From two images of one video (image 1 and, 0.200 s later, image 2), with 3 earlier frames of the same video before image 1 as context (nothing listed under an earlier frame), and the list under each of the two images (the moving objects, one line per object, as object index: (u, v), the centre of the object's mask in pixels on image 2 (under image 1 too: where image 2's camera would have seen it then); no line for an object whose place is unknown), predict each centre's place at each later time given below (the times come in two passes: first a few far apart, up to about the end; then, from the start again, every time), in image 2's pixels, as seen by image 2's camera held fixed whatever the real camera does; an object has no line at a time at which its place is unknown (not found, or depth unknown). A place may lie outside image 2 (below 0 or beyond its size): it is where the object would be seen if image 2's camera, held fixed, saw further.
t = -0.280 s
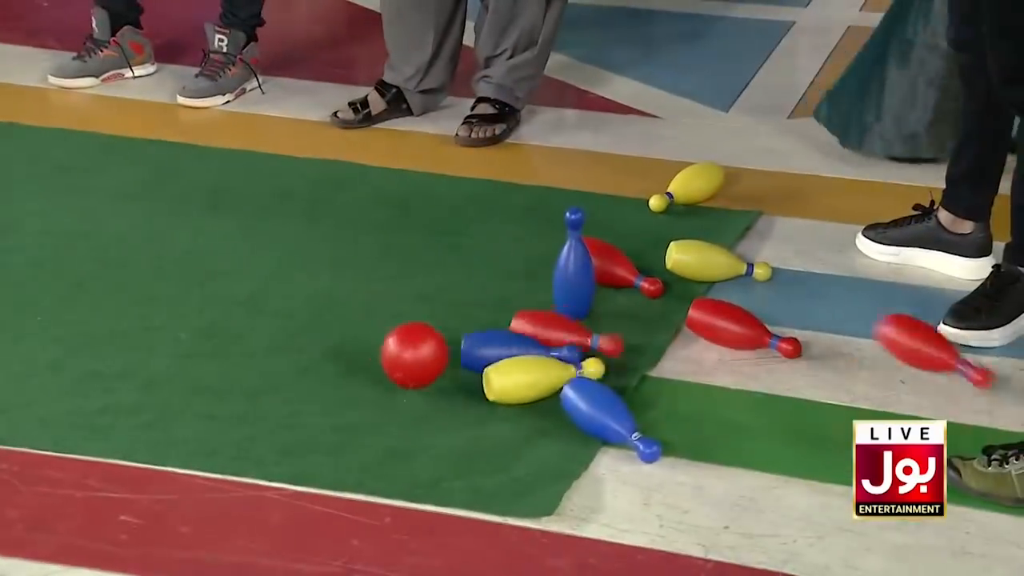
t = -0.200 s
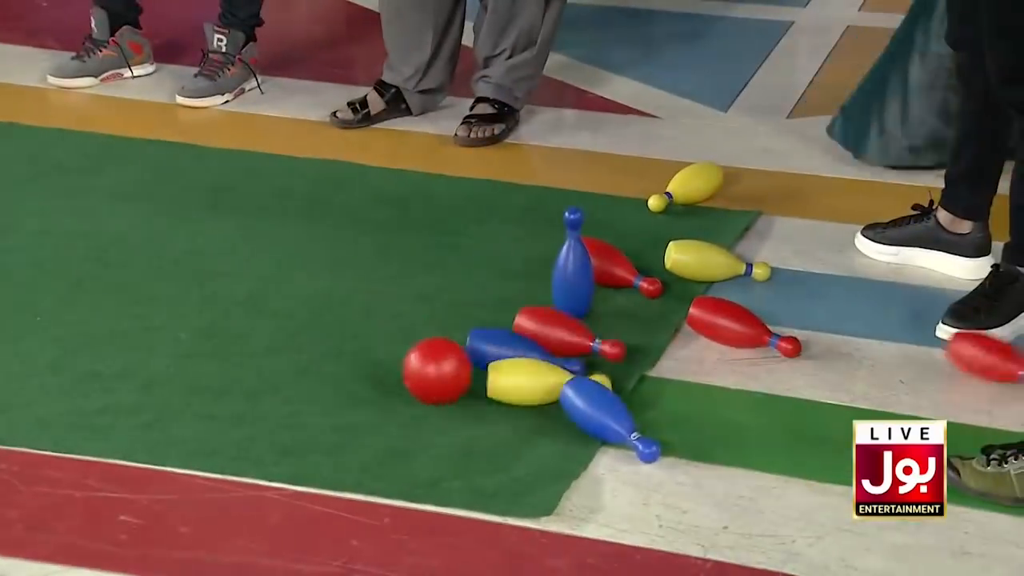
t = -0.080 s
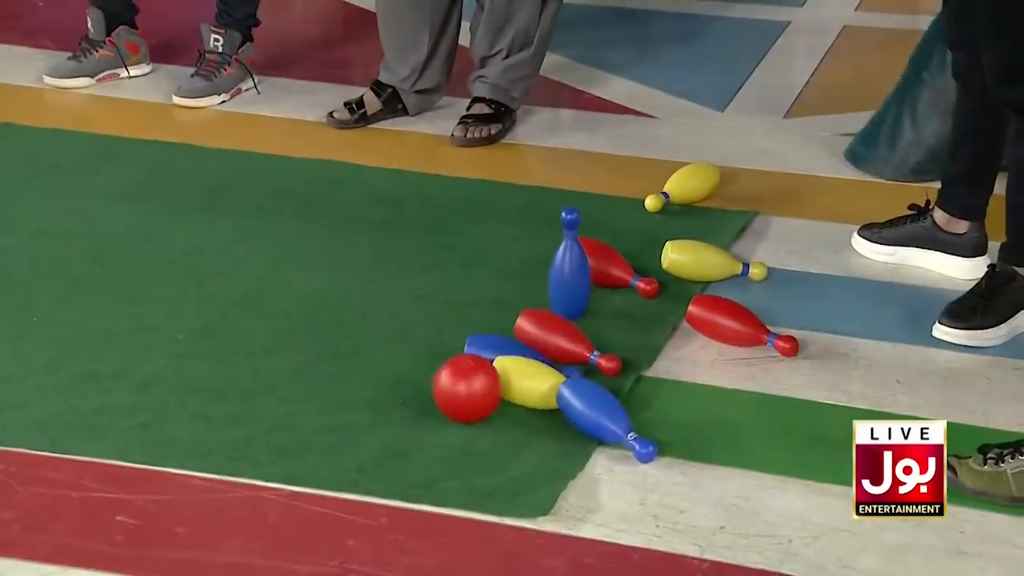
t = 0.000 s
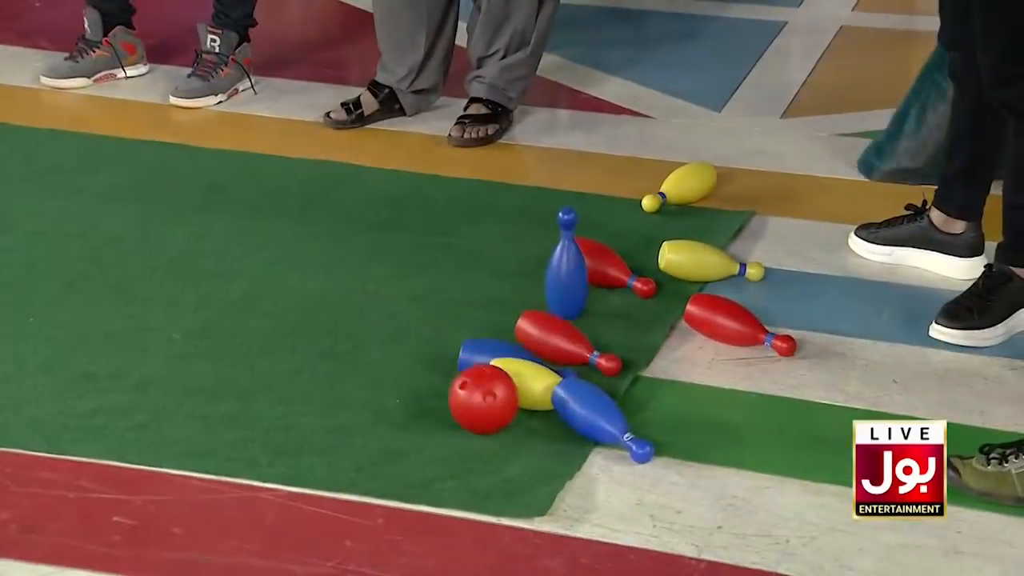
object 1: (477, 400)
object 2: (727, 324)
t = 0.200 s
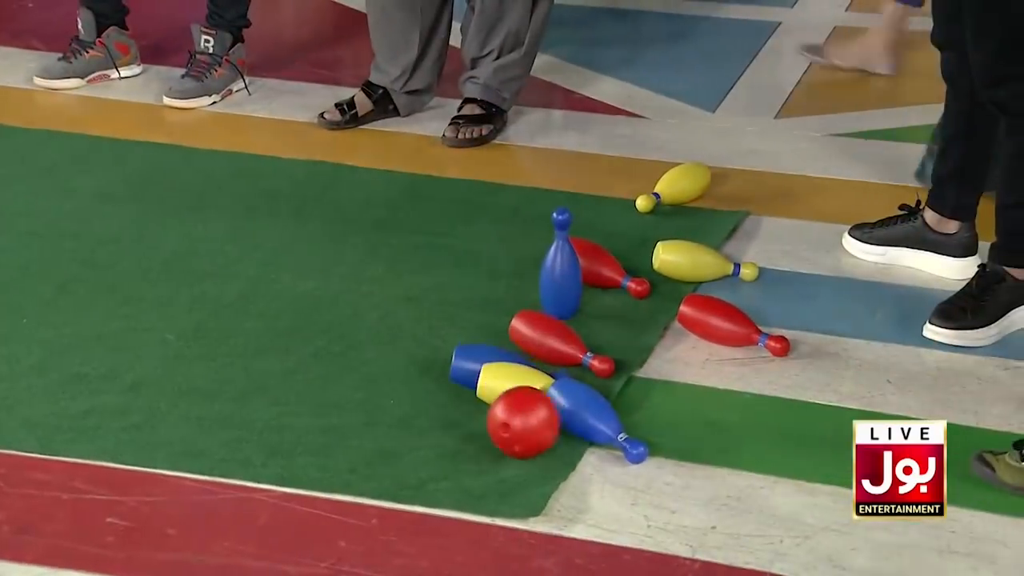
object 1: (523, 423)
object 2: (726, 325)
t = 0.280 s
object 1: (543, 432)
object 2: (725, 326)
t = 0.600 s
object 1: (626, 472)
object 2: (721, 331)
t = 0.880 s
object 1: (692, 503)
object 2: (719, 333)
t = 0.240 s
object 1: (533, 426)
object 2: (725, 325)
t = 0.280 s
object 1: (543, 432)
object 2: (725, 326)
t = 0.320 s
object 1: (554, 437)
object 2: (724, 326)
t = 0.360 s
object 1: (565, 441)
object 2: (724, 327)
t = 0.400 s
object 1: (576, 447)
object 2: (723, 328)
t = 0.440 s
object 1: (586, 452)
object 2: (723, 328)
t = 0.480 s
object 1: (598, 457)
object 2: (722, 329)
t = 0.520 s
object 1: (607, 462)
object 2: (722, 330)
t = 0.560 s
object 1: (617, 467)
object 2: (721, 330)
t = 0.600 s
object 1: (626, 472)
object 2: (721, 331)
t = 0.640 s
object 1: (634, 476)
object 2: (720, 331)
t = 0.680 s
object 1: (643, 481)
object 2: (720, 332)
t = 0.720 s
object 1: (652, 486)
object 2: (719, 332)
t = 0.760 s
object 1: (661, 490)
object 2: (719, 332)
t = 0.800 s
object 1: (671, 494)
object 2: (719, 333)
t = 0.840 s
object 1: (681, 498)
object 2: (719, 333)
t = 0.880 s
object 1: (692, 503)
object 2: (719, 333)
